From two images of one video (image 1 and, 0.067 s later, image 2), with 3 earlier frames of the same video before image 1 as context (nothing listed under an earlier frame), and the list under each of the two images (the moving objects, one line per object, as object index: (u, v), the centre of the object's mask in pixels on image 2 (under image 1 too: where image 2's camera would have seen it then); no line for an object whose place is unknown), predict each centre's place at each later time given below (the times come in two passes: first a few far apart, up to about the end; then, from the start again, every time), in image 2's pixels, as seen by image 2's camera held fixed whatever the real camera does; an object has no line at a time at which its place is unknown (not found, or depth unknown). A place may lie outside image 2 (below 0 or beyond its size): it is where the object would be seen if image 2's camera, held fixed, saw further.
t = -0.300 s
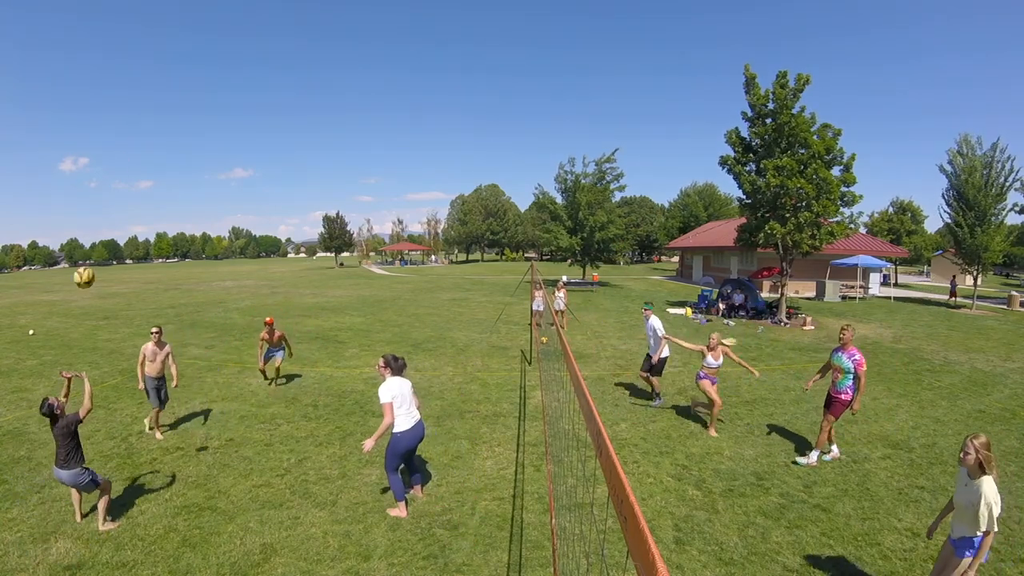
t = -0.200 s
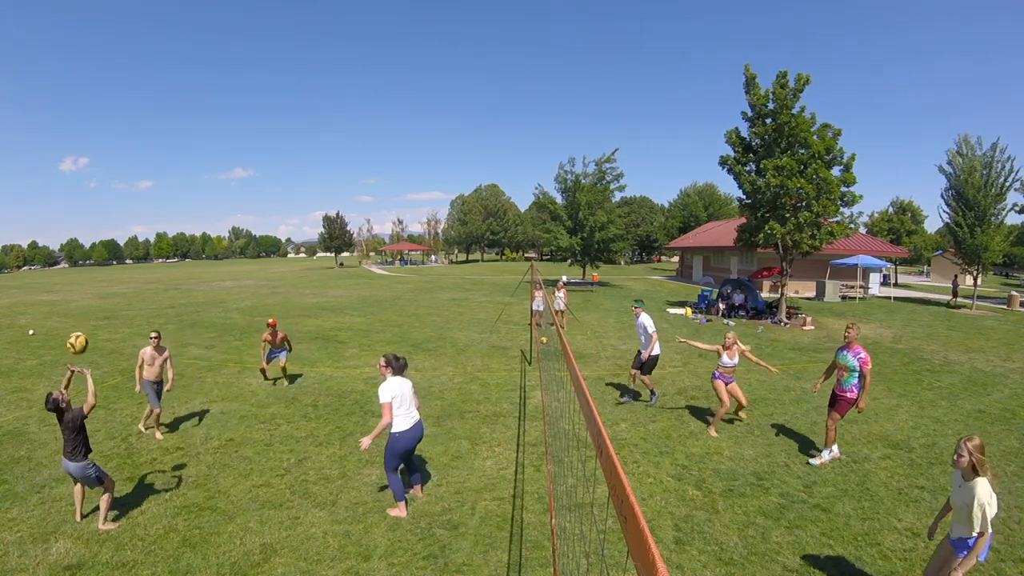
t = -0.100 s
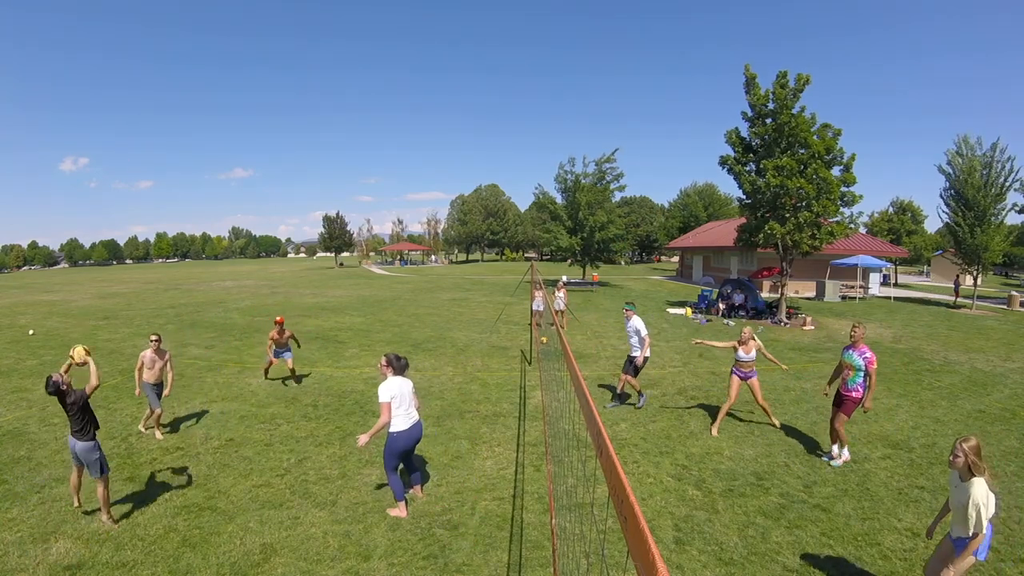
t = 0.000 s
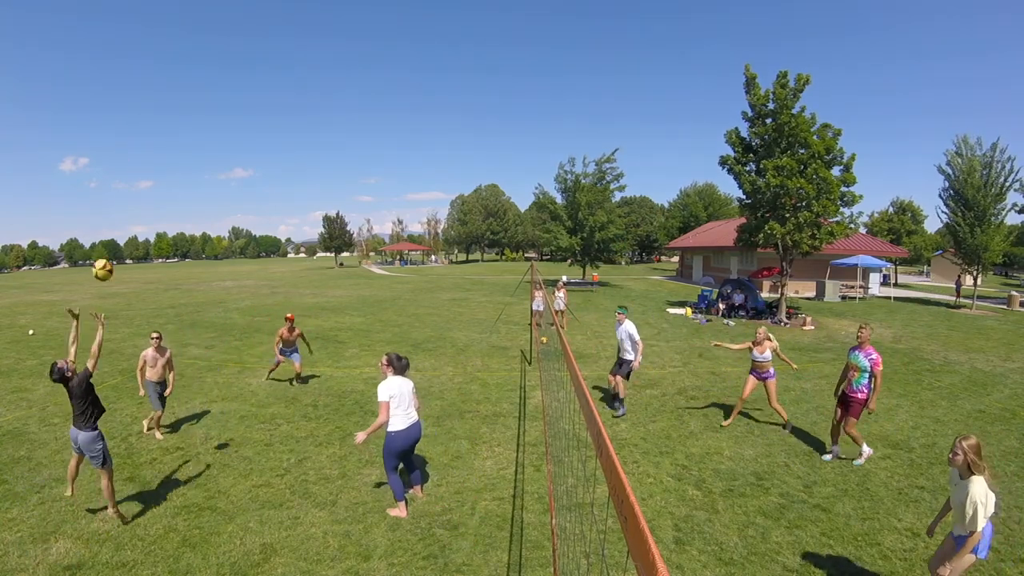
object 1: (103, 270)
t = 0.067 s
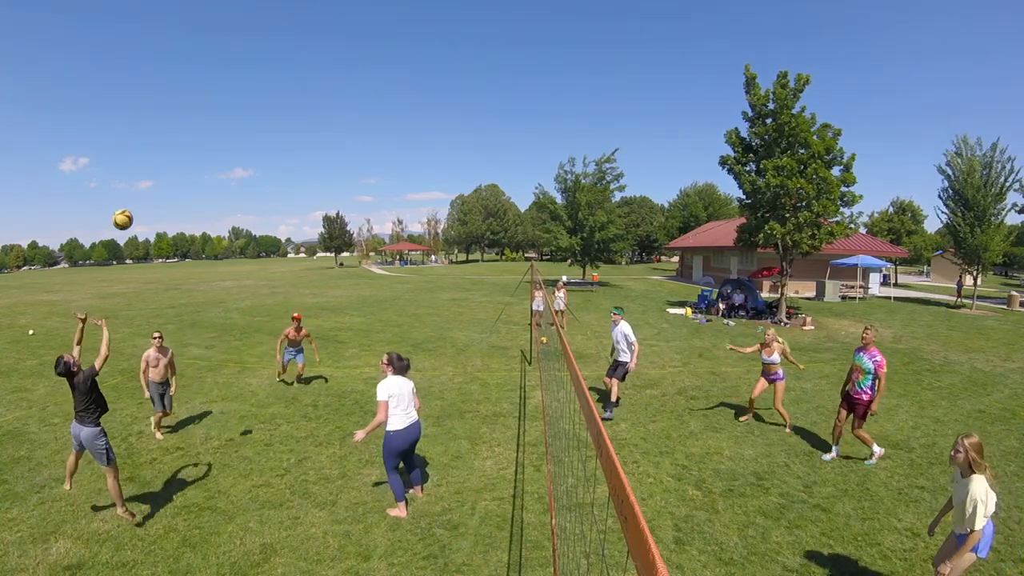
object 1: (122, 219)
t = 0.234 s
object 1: (176, 126)
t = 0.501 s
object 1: (255, 55)
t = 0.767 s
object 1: (319, 51)
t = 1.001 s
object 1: (365, 86)
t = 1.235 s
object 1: (406, 151)
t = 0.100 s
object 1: (133, 197)
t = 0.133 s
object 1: (144, 176)
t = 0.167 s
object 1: (155, 158)
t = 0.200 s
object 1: (165, 141)
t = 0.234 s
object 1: (176, 126)
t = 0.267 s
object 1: (187, 112)
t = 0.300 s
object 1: (197, 100)
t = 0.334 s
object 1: (208, 89)
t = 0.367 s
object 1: (217, 80)
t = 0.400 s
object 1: (227, 72)
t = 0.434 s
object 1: (237, 65)
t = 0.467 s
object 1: (246, 60)
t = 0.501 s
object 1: (255, 55)
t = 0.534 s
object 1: (264, 52)
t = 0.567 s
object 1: (273, 49)
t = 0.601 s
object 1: (281, 47)
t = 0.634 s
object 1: (289, 46)
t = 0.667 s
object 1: (297, 46)
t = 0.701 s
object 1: (304, 47)
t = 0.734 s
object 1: (312, 48)
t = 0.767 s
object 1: (319, 51)
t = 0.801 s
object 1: (326, 53)
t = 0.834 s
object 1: (333, 57)
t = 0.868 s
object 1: (339, 62)
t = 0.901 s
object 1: (346, 67)
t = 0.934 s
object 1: (352, 73)
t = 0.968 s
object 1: (358, 79)
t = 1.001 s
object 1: (365, 86)
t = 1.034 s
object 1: (371, 93)
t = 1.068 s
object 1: (377, 102)
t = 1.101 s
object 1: (383, 110)
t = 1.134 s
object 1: (388, 120)
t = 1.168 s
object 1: (394, 130)
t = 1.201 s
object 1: (400, 140)
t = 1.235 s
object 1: (406, 151)
